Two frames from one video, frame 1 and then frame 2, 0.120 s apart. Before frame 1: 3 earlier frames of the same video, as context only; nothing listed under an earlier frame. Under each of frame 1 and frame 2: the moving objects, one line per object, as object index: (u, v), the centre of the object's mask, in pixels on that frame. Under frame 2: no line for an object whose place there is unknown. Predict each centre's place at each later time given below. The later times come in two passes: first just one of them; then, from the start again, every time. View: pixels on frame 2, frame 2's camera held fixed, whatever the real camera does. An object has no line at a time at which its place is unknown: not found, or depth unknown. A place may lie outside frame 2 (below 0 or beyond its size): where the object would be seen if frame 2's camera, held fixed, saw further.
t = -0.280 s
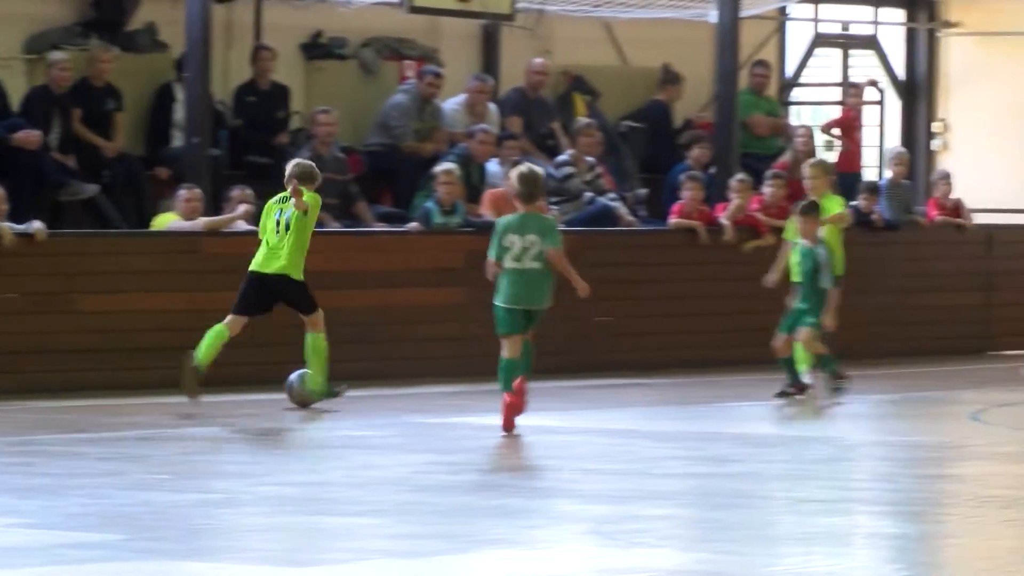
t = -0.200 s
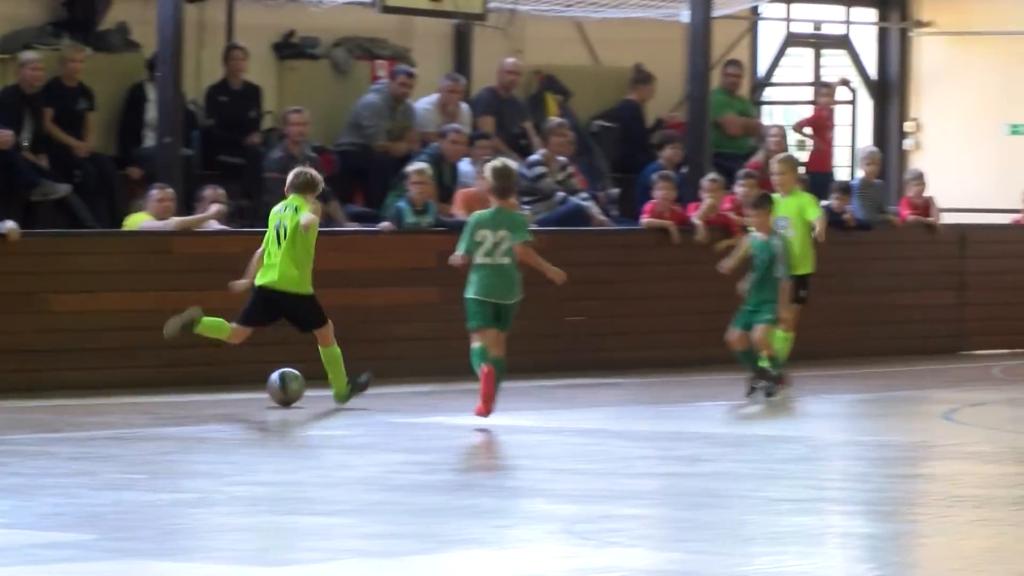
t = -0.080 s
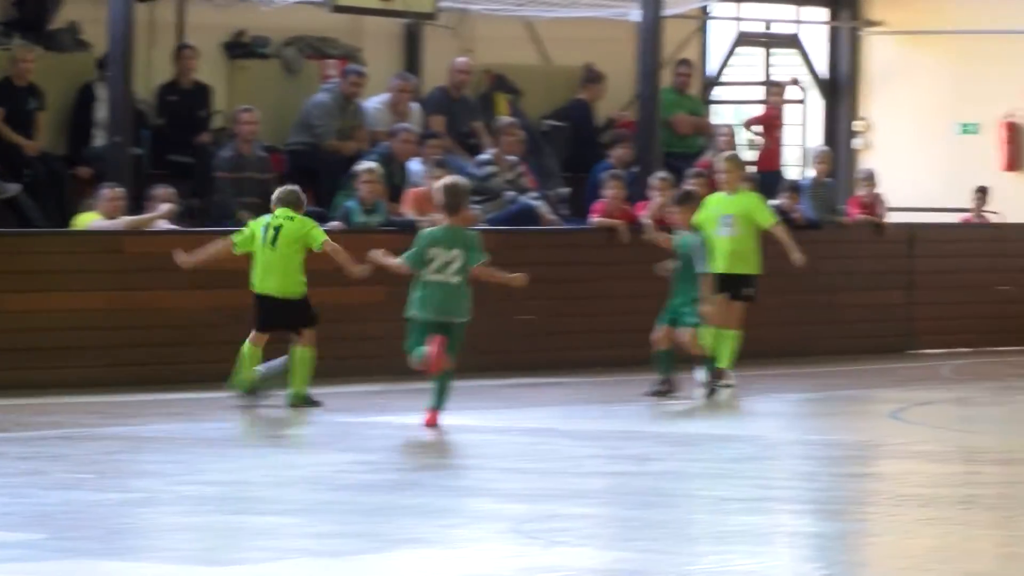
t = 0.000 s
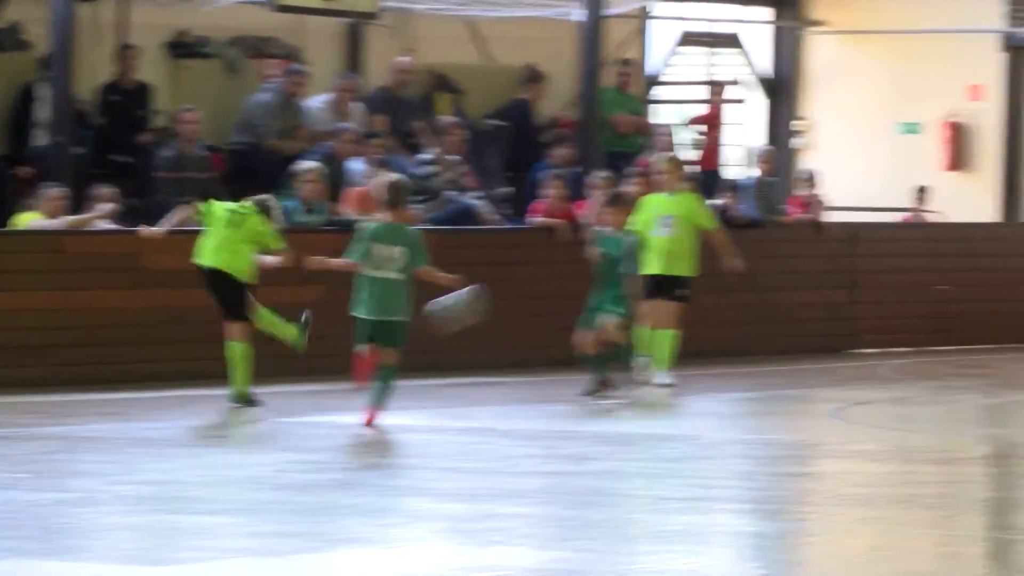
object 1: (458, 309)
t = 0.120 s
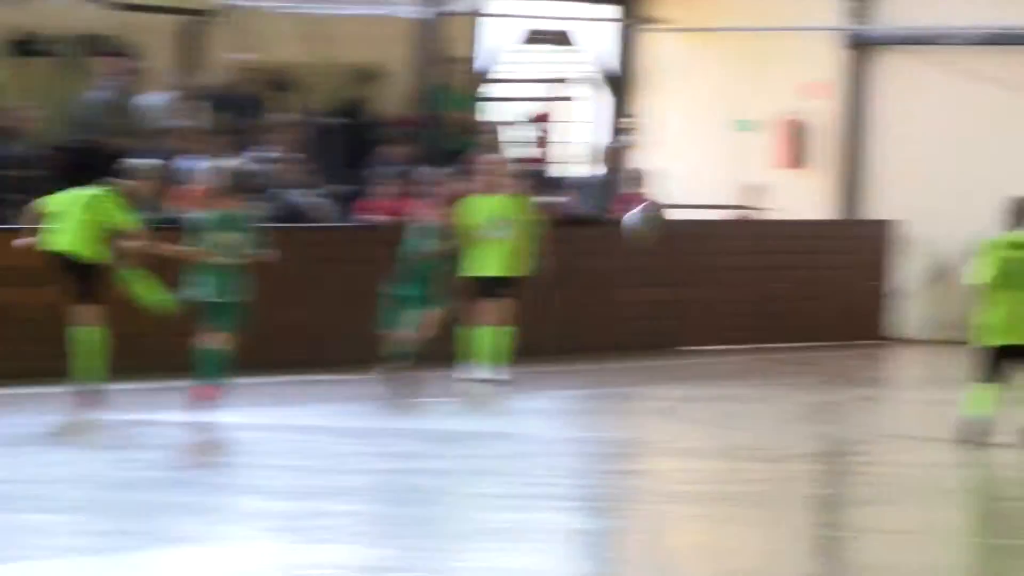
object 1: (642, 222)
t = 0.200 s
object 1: (873, 171)
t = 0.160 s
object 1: (759, 198)
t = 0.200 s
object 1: (873, 171)
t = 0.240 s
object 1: (985, 149)
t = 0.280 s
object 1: (1101, 126)
